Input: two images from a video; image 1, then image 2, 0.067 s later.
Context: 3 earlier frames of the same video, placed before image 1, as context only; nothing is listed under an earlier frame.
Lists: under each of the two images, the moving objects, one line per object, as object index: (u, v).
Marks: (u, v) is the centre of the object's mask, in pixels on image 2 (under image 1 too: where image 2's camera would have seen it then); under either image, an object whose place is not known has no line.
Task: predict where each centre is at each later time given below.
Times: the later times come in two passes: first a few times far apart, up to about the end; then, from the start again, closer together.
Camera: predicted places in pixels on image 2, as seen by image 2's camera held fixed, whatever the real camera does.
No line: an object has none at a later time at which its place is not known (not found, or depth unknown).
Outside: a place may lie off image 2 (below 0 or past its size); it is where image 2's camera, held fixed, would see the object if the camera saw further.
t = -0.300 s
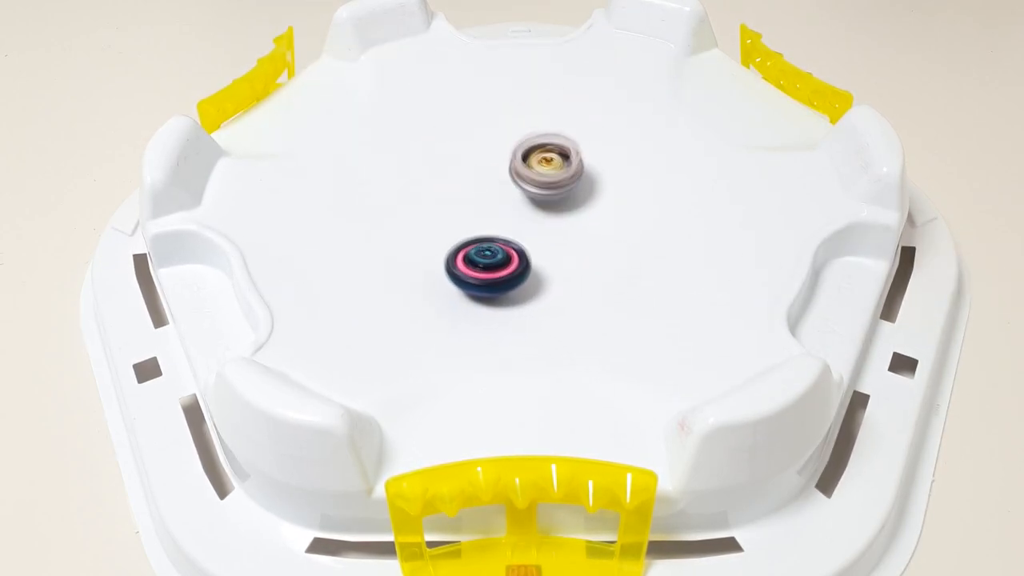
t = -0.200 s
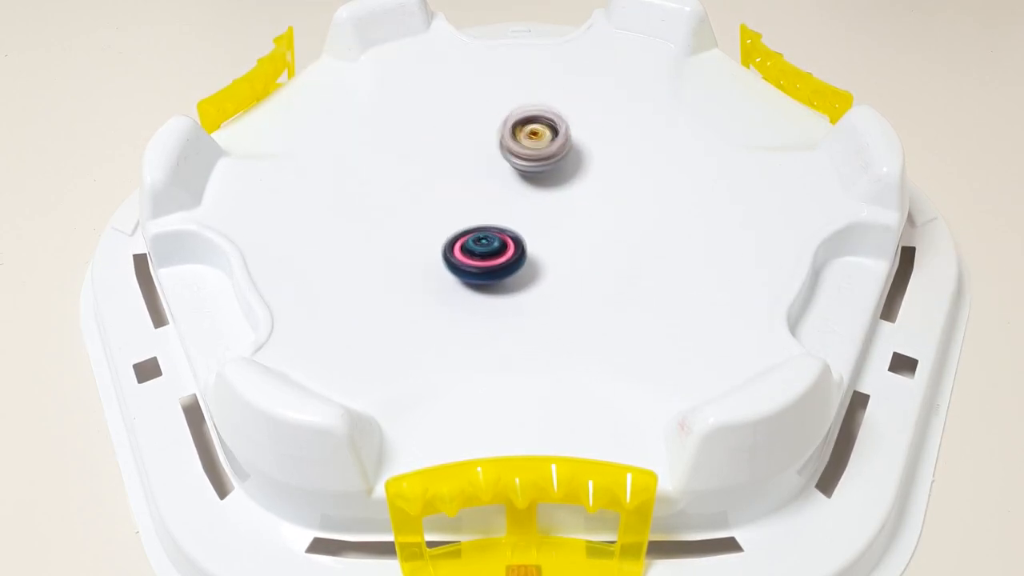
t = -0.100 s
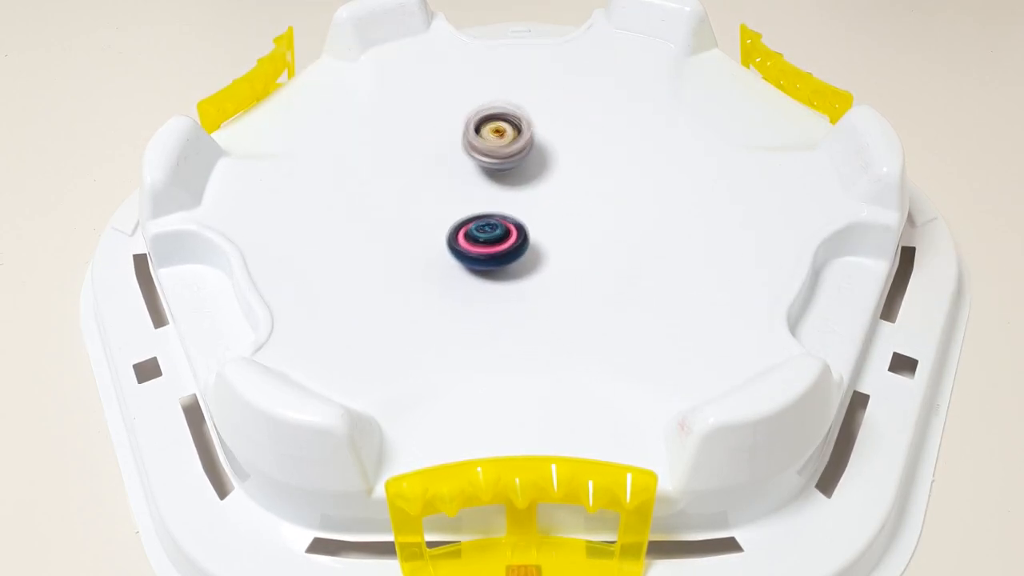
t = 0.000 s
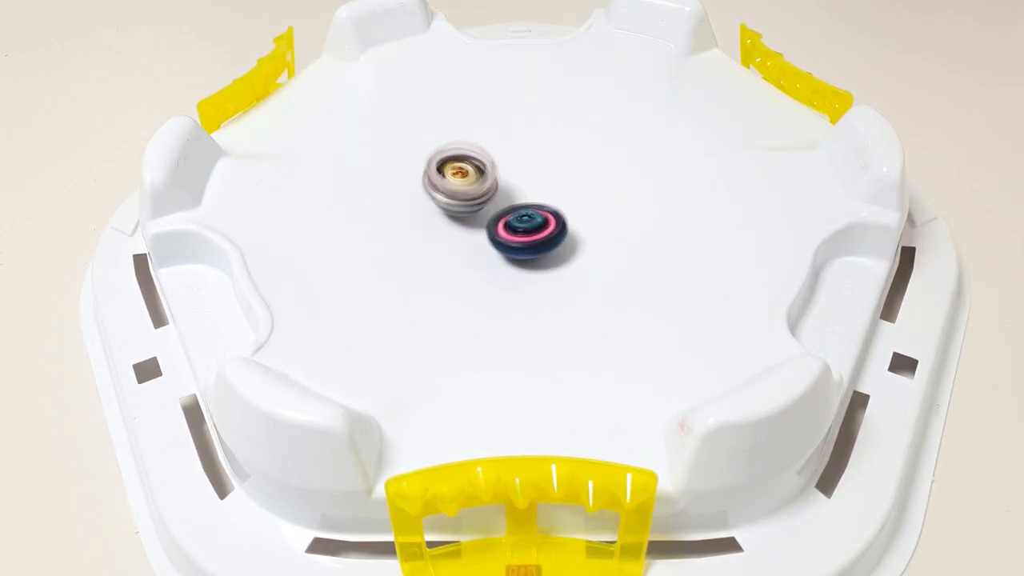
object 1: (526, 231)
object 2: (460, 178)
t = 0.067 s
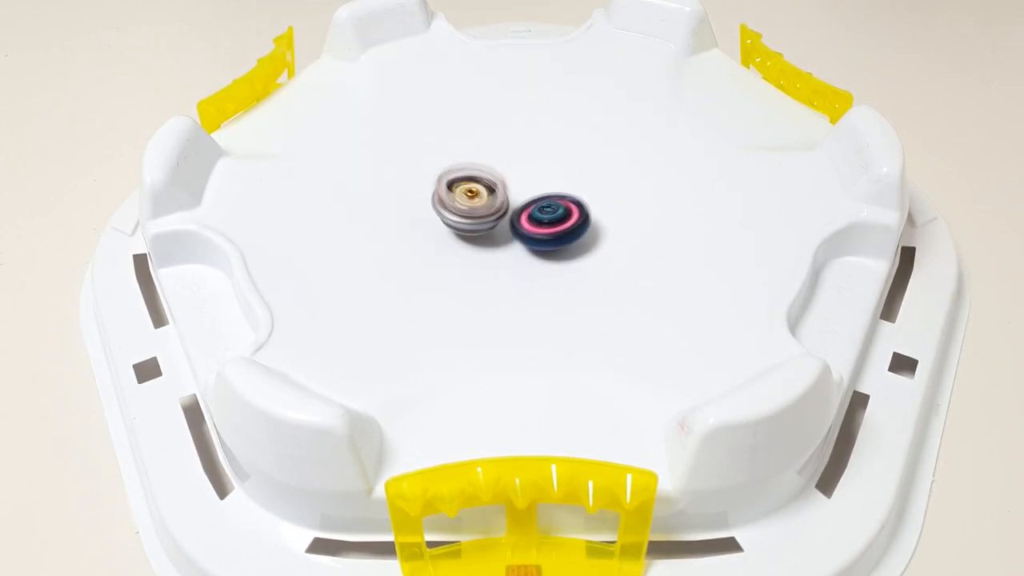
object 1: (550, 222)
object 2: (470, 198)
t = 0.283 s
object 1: (589, 197)
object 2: (500, 201)
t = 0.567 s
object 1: (580, 183)
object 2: (484, 213)
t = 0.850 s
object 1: (510, 187)
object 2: (571, 232)
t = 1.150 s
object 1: (455, 213)
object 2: (536, 211)
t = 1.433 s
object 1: (513, 245)
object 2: (487, 170)
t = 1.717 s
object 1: (595, 224)
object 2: (507, 182)
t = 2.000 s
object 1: (542, 171)
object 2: (541, 246)
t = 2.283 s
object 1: (470, 194)
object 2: (552, 228)
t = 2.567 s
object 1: (485, 264)
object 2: (490, 170)
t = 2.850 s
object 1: (554, 228)
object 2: (498, 163)
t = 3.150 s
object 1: (527, 154)
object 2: (554, 210)
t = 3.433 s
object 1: (469, 192)
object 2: (575, 192)
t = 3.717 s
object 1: (522, 243)
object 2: (586, 202)
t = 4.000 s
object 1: (547, 242)
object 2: (508, 186)
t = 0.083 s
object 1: (555, 219)
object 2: (471, 201)
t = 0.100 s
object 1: (559, 217)
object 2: (475, 203)
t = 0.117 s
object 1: (562, 215)
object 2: (479, 205)
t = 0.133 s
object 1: (567, 213)
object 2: (484, 207)
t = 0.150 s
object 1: (570, 211)
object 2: (487, 208)
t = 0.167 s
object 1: (573, 210)
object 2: (492, 208)
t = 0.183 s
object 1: (578, 207)
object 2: (494, 208)
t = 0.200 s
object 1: (581, 205)
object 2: (495, 207)
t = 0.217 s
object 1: (584, 203)
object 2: (495, 206)
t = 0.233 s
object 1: (586, 202)
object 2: (497, 205)
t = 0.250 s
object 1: (587, 200)
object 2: (498, 204)
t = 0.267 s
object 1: (589, 199)
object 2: (499, 203)
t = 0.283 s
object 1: (589, 197)
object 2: (500, 201)
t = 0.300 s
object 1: (590, 196)
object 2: (502, 199)
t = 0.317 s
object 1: (590, 195)
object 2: (503, 198)
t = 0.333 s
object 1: (589, 195)
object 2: (504, 196)
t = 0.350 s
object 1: (588, 194)
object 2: (505, 194)
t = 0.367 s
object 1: (587, 193)
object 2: (507, 193)
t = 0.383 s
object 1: (588, 192)
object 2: (504, 192)
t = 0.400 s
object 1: (590, 191)
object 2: (501, 192)
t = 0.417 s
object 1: (589, 190)
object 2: (498, 191)
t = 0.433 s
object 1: (588, 190)
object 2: (497, 192)
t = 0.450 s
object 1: (586, 190)
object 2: (495, 192)
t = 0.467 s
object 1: (584, 189)
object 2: (494, 194)
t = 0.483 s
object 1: (582, 189)
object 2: (495, 195)
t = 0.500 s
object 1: (579, 189)
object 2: (497, 197)
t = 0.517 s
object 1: (577, 189)
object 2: (499, 198)
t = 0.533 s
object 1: (579, 186)
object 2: (495, 202)
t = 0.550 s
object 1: (581, 183)
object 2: (489, 208)
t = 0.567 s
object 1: (580, 183)
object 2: (484, 213)
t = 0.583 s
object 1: (578, 183)
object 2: (484, 220)
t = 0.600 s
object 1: (575, 183)
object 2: (487, 226)
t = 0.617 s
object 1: (572, 182)
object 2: (495, 230)
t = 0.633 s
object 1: (569, 182)
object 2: (504, 232)
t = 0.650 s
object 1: (566, 182)
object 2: (514, 232)
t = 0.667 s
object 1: (565, 179)
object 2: (524, 230)
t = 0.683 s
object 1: (562, 177)
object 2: (533, 226)
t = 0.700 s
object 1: (557, 174)
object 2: (539, 221)
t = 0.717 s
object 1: (553, 170)
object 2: (543, 223)
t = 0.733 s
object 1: (548, 171)
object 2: (546, 228)
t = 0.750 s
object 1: (542, 172)
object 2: (550, 231)
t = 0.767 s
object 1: (537, 176)
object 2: (555, 236)
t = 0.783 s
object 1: (532, 178)
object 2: (560, 239)
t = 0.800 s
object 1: (527, 181)
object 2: (565, 238)
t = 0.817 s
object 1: (522, 183)
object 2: (569, 238)
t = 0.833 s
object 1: (516, 185)
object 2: (571, 235)
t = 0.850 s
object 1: (510, 187)
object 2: (571, 232)
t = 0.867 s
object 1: (505, 188)
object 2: (568, 228)
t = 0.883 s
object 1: (499, 189)
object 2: (564, 225)
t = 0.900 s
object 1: (493, 190)
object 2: (558, 220)
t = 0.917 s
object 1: (487, 191)
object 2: (549, 217)
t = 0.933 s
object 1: (480, 191)
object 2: (541, 214)
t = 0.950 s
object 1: (473, 189)
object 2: (539, 213)
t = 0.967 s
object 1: (469, 190)
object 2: (539, 213)
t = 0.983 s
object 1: (465, 191)
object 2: (538, 215)
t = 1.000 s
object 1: (463, 194)
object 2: (540, 216)
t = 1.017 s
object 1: (460, 196)
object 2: (541, 217)
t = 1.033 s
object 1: (459, 198)
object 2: (542, 217)
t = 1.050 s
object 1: (458, 200)
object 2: (543, 217)
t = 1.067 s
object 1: (457, 202)
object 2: (543, 217)
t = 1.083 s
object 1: (456, 204)
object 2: (542, 216)
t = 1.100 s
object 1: (456, 206)
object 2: (540, 215)
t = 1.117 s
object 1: (456, 209)
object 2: (538, 214)
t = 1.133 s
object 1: (456, 211)
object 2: (535, 213)
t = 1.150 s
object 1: (455, 213)
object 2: (536, 211)
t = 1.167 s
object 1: (452, 214)
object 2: (542, 208)
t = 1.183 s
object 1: (450, 216)
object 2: (550, 205)
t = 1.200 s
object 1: (451, 218)
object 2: (556, 199)
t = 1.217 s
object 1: (454, 221)
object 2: (558, 193)
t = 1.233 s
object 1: (457, 224)
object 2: (557, 188)
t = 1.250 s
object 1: (461, 226)
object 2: (554, 182)
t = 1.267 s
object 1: (465, 229)
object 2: (549, 178)
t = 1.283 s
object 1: (468, 232)
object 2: (543, 176)
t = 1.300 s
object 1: (472, 234)
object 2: (535, 175)
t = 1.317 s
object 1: (476, 236)
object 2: (527, 176)
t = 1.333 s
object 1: (481, 239)
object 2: (519, 178)
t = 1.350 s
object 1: (485, 241)
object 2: (511, 181)
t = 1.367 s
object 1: (490, 243)
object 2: (505, 184)
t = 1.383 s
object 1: (494, 245)
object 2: (501, 184)
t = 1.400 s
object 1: (500, 246)
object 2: (497, 181)
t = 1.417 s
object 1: (507, 246)
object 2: (492, 176)
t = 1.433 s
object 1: (513, 245)
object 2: (487, 170)
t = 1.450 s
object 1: (520, 244)
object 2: (483, 166)
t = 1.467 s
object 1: (526, 243)
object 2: (477, 164)
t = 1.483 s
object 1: (533, 242)
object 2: (473, 163)
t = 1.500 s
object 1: (539, 241)
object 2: (470, 164)
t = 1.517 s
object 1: (546, 240)
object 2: (469, 165)
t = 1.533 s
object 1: (551, 238)
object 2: (470, 168)
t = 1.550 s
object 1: (557, 237)
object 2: (470, 172)
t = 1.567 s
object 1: (562, 236)
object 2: (475, 176)
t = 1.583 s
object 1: (567, 234)
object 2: (480, 181)
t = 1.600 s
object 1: (572, 232)
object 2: (486, 184)
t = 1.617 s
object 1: (576, 231)
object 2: (495, 190)
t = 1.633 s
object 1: (580, 229)
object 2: (507, 192)
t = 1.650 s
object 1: (583, 227)
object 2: (517, 193)
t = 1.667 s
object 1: (587, 226)
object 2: (521, 191)
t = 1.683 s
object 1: (592, 226)
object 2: (520, 190)
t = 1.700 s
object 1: (594, 225)
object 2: (515, 186)
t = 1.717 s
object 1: (595, 224)
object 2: (507, 182)
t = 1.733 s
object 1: (593, 221)
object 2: (496, 178)
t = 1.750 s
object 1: (591, 219)
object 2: (487, 177)
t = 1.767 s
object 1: (589, 216)
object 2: (478, 179)
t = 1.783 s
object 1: (586, 213)
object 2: (470, 182)
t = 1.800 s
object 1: (583, 210)
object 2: (467, 186)
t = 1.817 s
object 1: (580, 206)
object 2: (465, 191)
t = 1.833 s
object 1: (576, 203)
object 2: (465, 196)
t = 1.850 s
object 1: (573, 200)
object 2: (471, 201)
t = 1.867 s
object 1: (569, 197)
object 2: (478, 208)
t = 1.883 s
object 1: (565, 194)
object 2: (485, 210)
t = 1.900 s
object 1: (564, 190)
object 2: (497, 213)
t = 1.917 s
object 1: (564, 184)
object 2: (512, 214)
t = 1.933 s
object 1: (562, 177)
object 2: (517, 217)
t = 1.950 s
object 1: (558, 172)
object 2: (523, 227)
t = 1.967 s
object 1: (553, 170)
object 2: (527, 233)
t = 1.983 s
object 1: (548, 170)
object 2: (533, 239)
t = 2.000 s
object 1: (542, 171)
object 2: (541, 246)
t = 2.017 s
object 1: (537, 170)
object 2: (550, 245)
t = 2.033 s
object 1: (532, 170)
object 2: (560, 244)
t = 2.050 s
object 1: (527, 170)
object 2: (565, 242)
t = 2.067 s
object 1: (521, 171)
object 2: (569, 238)
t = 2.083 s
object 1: (516, 172)
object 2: (570, 233)
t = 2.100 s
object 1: (511, 172)
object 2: (568, 228)
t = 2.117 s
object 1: (505, 173)
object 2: (564, 222)
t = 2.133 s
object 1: (502, 173)
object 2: (560, 218)
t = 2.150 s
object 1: (496, 174)
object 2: (552, 213)
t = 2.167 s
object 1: (489, 173)
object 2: (540, 207)
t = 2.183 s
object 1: (482, 172)
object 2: (528, 205)
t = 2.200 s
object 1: (476, 172)
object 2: (525, 206)
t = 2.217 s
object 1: (474, 175)
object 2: (527, 210)
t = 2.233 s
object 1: (472, 178)
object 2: (528, 215)
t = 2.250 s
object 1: (472, 184)
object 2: (535, 218)
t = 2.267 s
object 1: (471, 189)
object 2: (543, 224)
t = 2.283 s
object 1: (470, 194)
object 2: (552, 228)
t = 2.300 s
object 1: (469, 199)
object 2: (562, 229)
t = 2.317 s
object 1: (468, 203)
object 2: (572, 229)
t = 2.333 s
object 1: (468, 208)
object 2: (581, 227)
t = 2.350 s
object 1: (468, 213)
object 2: (587, 222)
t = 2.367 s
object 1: (468, 217)
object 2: (588, 217)
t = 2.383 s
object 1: (469, 221)
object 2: (587, 212)
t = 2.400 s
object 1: (470, 226)
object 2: (583, 208)
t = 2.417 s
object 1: (471, 230)
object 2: (574, 204)
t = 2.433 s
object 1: (473, 233)
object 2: (563, 201)
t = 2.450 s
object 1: (474, 237)
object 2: (549, 199)
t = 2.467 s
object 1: (477, 240)
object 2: (536, 199)
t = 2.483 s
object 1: (477, 245)
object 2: (524, 197)
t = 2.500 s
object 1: (475, 253)
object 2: (518, 188)
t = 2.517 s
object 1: (475, 258)
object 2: (513, 182)
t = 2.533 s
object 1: (477, 261)
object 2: (506, 176)
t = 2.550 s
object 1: (481, 262)
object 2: (497, 172)
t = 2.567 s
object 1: (485, 264)
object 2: (490, 170)
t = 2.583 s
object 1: (489, 265)
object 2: (482, 169)
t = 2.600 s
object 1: (493, 265)
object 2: (473, 171)
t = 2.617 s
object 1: (498, 265)
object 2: (469, 174)
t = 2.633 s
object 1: (503, 265)
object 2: (467, 178)
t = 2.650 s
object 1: (508, 265)
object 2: (467, 183)
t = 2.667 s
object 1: (514, 264)
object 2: (469, 189)
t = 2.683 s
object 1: (518, 262)
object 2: (472, 193)
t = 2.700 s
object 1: (524, 261)
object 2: (480, 198)
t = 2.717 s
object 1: (529, 259)
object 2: (489, 203)
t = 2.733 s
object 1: (534, 257)
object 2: (501, 205)
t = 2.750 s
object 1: (539, 256)
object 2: (508, 203)
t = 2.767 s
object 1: (543, 252)
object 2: (510, 197)
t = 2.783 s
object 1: (546, 249)
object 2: (511, 191)
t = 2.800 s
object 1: (549, 244)
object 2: (509, 184)
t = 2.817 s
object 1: (550, 239)
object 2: (506, 177)
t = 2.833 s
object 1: (552, 233)
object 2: (503, 169)
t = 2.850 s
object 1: (554, 228)
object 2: (498, 163)
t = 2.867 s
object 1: (555, 223)
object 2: (494, 159)
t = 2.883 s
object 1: (554, 218)
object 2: (488, 156)
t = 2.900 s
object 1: (555, 213)
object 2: (482, 155)
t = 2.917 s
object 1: (554, 208)
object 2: (480, 156)
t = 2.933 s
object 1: (553, 202)
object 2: (477, 157)
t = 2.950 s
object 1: (551, 198)
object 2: (475, 160)
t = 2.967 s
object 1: (550, 193)
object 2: (474, 164)
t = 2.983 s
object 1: (548, 188)
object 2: (476, 170)
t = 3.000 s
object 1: (548, 184)
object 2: (479, 175)
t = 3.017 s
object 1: (550, 179)
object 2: (477, 182)
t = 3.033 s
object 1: (550, 175)
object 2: (481, 189)
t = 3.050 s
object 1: (550, 170)
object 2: (487, 195)
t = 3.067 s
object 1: (549, 166)
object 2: (496, 202)
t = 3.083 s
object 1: (547, 161)
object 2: (506, 205)
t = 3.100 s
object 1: (542, 157)
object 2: (518, 211)
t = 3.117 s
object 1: (536, 156)
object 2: (532, 212)
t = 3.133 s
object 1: (532, 154)
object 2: (542, 212)
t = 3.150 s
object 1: (527, 154)
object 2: (554, 210)
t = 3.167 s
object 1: (523, 155)
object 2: (564, 206)
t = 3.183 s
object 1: (521, 155)
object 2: (572, 203)
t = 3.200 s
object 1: (517, 157)
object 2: (581, 198)
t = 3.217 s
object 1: (514, 158)
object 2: (584, 193)
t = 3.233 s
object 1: (511, 158)
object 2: (586, 188)
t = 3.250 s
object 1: (507, 160)
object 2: (583, 182)
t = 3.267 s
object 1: (504, 162)
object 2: (580, 177)
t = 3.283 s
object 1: (500, 165)
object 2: (573, 174)
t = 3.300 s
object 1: (496, 166)
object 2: (564, 173)
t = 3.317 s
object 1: (491, 169)
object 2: (556, 174)
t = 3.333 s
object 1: (484, 171)
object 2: (561, 175)
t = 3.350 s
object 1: (475, 174)
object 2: (567, 179)
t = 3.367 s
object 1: (472, 177)
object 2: (570, 182)
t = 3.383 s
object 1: (470, 181)
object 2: (572, 184)
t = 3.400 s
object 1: (470, 185)
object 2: (573, 187)
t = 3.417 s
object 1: (469, 188)
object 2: (575, 190)
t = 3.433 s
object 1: (469, 192)
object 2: (575, 192)
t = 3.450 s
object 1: (470, 195)
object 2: (574, 195)
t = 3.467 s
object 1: (471, 199)
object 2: (572, 198)
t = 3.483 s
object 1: (473, 203)
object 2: (569, 203)
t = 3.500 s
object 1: (476, 206)
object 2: (568, 205)
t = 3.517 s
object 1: (478, 210)
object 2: (562, 209)
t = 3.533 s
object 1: (481, 214)
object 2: (559, 212)
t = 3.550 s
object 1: (483, 217)
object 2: (555, 217)
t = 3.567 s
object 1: (484, 221)
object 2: (560, 220)
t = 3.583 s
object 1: (486, 225)
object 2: (566, 220)
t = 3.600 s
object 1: (490, 228)
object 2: (574, 220)
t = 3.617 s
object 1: (496, 231)
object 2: (582, 219)
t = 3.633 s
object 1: (502, 235)
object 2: (589, 216)
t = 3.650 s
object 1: (508, 237)
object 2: (593, 212)
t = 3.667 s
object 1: (514, 239)
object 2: (593, 208)
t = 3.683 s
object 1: (518, 241)
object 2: (590, 206)
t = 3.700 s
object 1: (521, 242)
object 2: (588, 204)
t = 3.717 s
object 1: (522, 243)
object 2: (586, 202)
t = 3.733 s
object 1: (523, 244)
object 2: (584, 199)
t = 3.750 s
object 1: (525, 244)
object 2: (583, 198)
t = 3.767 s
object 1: (527, 245)
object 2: (581, 197)
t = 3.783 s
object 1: (529, 245)
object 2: (576, 194)
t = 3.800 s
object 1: (530, 246)
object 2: (573, 191)
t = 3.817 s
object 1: (532, 246)
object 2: (570, 190)
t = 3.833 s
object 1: (533, 247)
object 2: (566, 189)
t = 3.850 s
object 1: (535, 246)
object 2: (559, 188)
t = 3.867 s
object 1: (537, 246)
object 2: (554, 186)
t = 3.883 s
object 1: (538, 246)
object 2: (549, 185)
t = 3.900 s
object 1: (539, 246)
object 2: (545, 185)
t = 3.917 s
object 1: (541, 246)
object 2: (537, 185)
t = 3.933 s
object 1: (542, 245)
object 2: (531, 184)
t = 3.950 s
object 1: (544, 245)
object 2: (526, 185)
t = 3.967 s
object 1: (544, 244)
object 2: (521, 185)
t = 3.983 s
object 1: (546, 243)
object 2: (514, 186)
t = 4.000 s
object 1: (547, 242)
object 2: (508, 186)
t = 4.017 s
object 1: (548, 241)
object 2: (504, 187)
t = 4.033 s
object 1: (548, 240)
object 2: (499, 187)
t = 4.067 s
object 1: (549, 239)
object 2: (491, 188)
